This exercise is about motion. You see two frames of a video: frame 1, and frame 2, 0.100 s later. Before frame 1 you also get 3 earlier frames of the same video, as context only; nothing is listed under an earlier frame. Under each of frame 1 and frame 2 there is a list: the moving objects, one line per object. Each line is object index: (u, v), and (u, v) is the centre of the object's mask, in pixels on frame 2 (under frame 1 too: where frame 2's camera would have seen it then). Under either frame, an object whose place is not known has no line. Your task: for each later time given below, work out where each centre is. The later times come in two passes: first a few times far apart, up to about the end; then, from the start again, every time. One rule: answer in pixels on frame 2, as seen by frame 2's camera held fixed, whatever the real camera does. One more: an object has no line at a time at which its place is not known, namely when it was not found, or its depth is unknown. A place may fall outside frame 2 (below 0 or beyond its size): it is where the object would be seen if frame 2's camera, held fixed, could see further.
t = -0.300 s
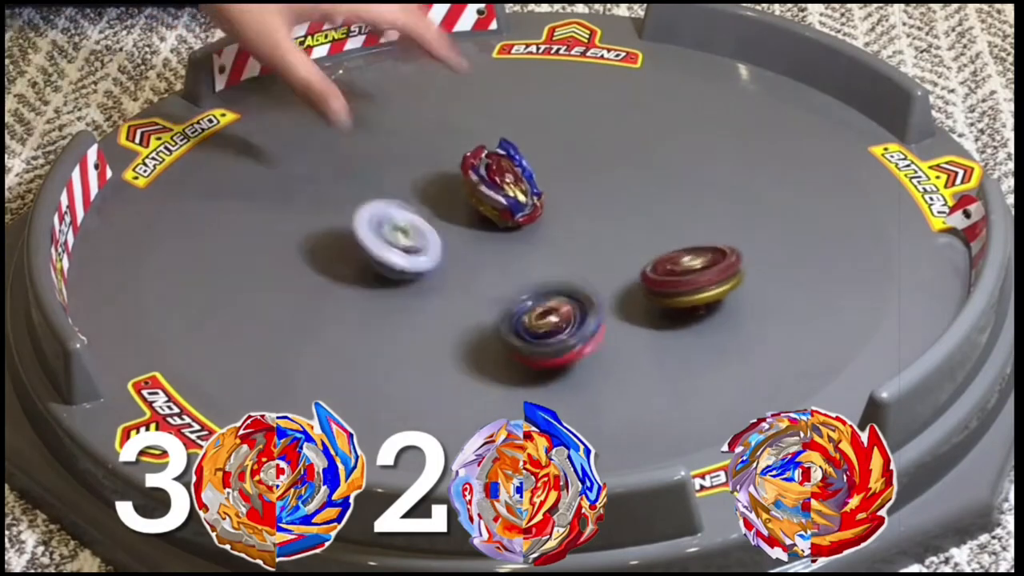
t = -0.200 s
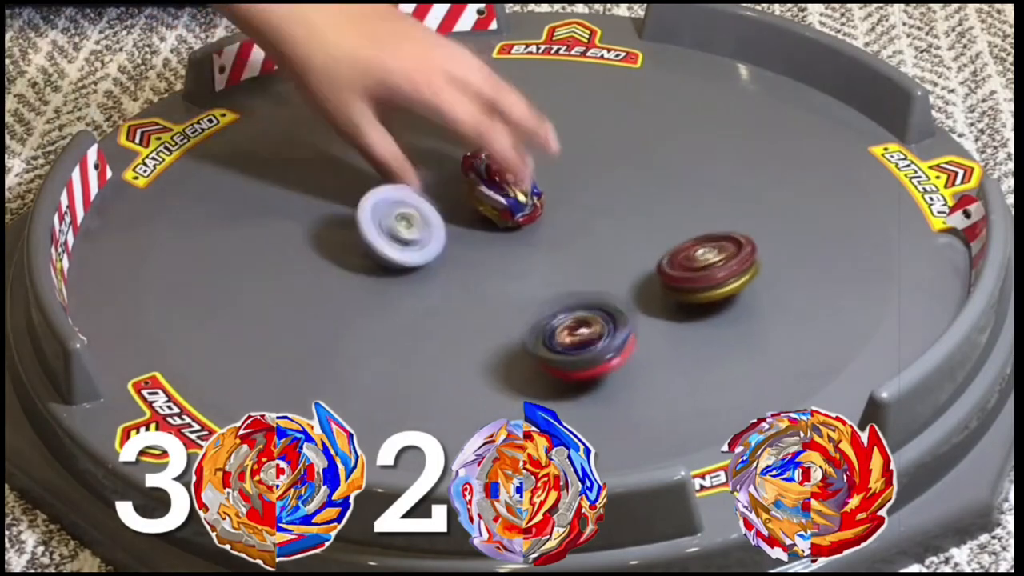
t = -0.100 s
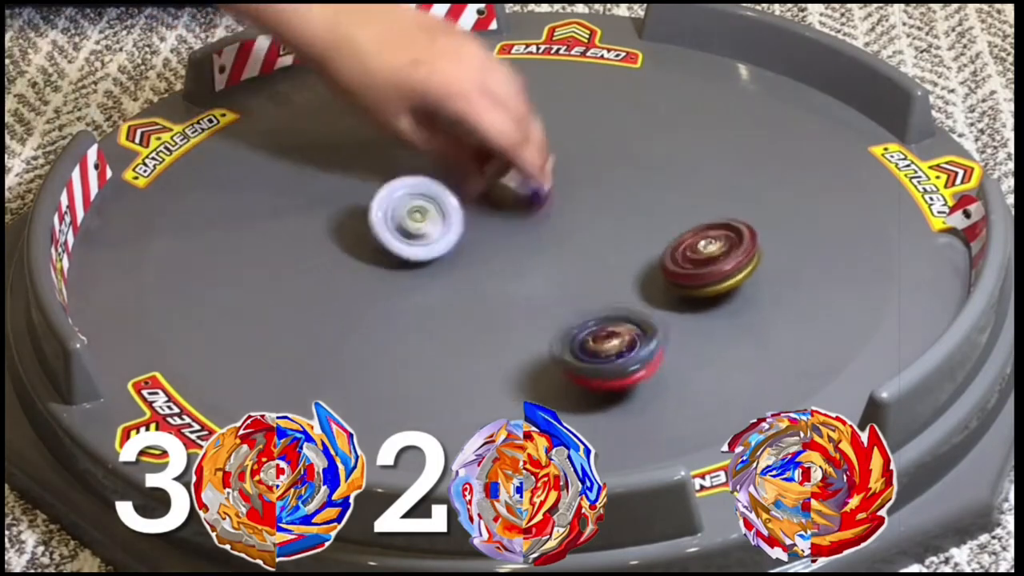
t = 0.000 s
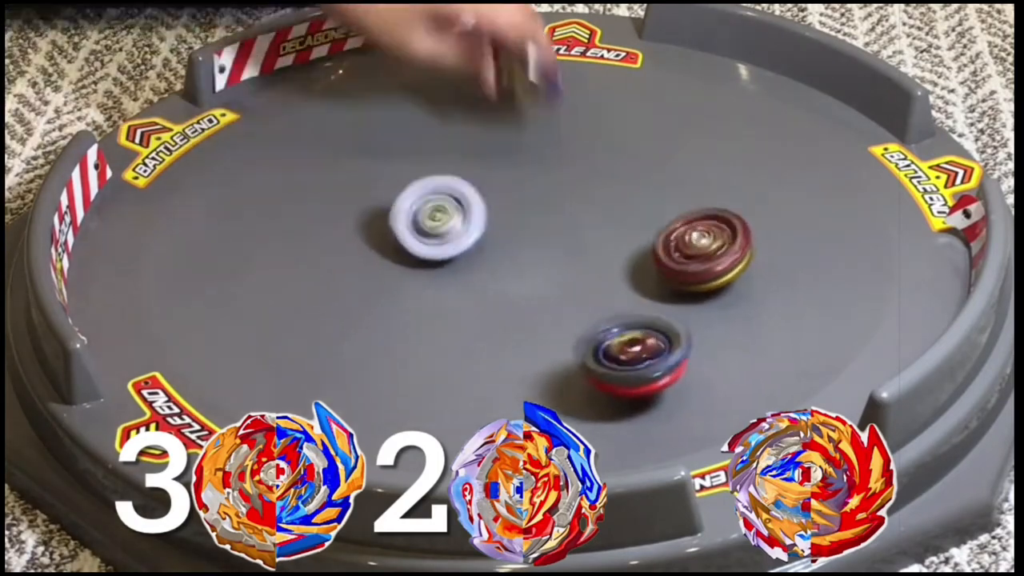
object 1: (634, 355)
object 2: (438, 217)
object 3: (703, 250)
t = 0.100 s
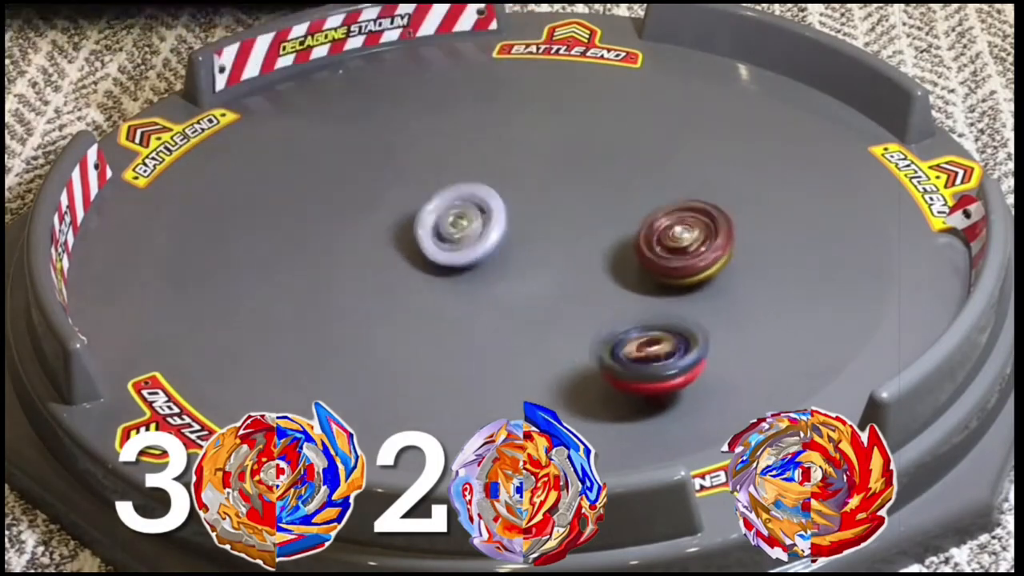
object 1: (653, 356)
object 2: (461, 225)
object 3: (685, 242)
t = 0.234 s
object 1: (662, 346)
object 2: (485, 247)
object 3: (648, 238)
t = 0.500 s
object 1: (638, 308)
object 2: (477, 284)
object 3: (574, 256)
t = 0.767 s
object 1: (665, 268)
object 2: (437, 275)
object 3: (548, 285)
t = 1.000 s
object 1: (686, 237)
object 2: (458, 263)
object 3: (565, 298)
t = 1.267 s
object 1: (668, 210)
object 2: (497, 261)
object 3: (585, 292)
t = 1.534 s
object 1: (615, 193)
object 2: (484, 252)
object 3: (580, 272)
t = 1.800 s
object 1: (545, 186)
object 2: (476, 231)
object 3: (542, 272)
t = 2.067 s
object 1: (524, 165)
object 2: (473, 234)
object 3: (550, 285)
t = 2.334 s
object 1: (508, 169)
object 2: (480, 241)
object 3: (552, 278)
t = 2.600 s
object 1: (507, 182)
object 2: (449, 261)
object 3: (545, 272)
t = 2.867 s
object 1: (511, 202)
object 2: (392, 258)
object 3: (532, 267)
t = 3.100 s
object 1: (504, 216)
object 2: (403, 240)
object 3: (537, 275)
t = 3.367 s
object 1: (519, 210)
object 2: (405, 241)
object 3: (530, 281)
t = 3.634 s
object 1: (535, 207)
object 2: (426, 239)
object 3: (532, 291)
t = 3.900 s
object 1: (543, 220)
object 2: (426, 239)
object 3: (534, 289)
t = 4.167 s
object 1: (556, 228)
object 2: (427, 239)
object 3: (509, 287)
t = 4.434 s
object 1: (574, 243)
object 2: (427, 239)
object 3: (493, 290)
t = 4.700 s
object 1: (598, 262)
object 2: (427, 239)
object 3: (497, 287)
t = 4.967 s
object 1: (615, 263)
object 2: (427, 239)
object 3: (503, 285)
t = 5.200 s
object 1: (605, 263)
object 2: (426, 239)
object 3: (504, 284)
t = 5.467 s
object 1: (605, 262)
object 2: (427, 239)
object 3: (505, 284)
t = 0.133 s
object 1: (658, 356)
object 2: (467, 229)
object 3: (676, 240)
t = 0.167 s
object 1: (660, 353)
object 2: (474, 234)
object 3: (667, 239)
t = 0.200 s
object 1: (662, 350)
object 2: (479, 241)
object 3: (658, 239)
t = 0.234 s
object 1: (662, 346)
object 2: (485, 247)
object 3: (648, 238)
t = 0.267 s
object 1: (660, 343)
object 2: (488, 253)
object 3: (638, 239)
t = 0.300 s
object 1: (659, 338)
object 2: (489, 260)
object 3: (628, 240)
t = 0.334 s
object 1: (655, 334)
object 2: (490, 266)
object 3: (618, 243)
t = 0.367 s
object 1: (652, 329)
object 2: (489, 270)
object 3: (609, 245)
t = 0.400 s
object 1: (649, 324)
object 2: (488, 276)
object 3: (600, 248)
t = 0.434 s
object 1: (646, 319)
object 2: (485, 280)
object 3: (591, 252)
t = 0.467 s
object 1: (642, 313)
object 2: (481, 282)
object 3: (583, 253)
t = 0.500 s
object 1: (638, 308)
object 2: (477, 284)
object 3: (574, 256)
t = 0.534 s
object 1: (633, 300)
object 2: (471, 286)
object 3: (564, 260)
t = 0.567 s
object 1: (629, 295)
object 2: (465, 286)
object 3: (556, 263)
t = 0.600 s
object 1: (634, 290)
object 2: (456, 284)
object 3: (551, 266)
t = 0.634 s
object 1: (639, 287)
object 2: (446, 286)
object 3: (550, 269)
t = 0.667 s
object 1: (646, 283)
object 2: (441, 285)
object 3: (549, 273)
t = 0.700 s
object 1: (654, 278)
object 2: (440, 283)
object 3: (548, 278)
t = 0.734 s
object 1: (660, 273)
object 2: (439, 278)
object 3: (548, 282)
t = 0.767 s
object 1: (665, 268)
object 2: (437, 275)
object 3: (548, 285)
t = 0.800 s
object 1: (671, 264)
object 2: (439, 274)
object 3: (549, 288)
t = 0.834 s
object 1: (675, 259)
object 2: (439, 271)
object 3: (550, 292)
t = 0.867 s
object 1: (677, 255)
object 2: (441, 268)
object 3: (553, 294)
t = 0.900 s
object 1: (681, 249)
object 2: (444, 266)
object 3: (555, 296)
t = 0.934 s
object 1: (683, 246)
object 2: (447, 265)
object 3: (558, 298)
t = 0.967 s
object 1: (685, 242)
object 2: (452, 263)
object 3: (562, 298)
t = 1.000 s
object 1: (686, 237)
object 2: (458, 263)
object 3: (565, 298)
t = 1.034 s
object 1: (687, 233)
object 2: (464, 262)
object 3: (567, 299)
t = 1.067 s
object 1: (686, 228)
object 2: (472, 262)
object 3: (570, 298)
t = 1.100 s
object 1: (684, 225)
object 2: (480, 263)
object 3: (571, 297)
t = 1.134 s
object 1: (682, 221)
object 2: (486, 265)
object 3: (572, 297)
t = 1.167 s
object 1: (679, 218)
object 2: (490, 265)
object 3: (577, 296)
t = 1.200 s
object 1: (676, 215)
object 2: (491, 263)
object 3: (582, 295)
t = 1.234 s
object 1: (672, 212)
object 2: (494, 261)
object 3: (584, 294)
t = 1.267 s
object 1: (668, 210)
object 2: (497, 261)
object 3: (585, 292)
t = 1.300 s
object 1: (663, 206)
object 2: (497, 262)
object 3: (586, 289)
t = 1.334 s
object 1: (658, 205)
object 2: (495, 263)
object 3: (586, 287)
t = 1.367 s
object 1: (652, 202)
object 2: (496, 262)
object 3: (585, 285)
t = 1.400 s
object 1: (645, 200)
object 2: (496, 263)
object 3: (583, 282)
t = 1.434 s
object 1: (638, 199)
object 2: (496, 263)
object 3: (583, 280)
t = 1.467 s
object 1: (631, 197)
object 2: (491, 263)
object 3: (582, 278)
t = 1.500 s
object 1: (624, 196)
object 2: (486, 259)
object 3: (583, 274)
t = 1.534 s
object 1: (615, 193)
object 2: (484, 252)
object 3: (580, 272)
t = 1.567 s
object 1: (606, 193)
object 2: (481, 249)
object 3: (574, 274)
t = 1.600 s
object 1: (598, 192)
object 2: (479, 246)
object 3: (573, 274)
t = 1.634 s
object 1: (589, 190)
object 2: (478, 244)
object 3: (570, 272)
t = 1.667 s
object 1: (578, 189)
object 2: (479, 240)
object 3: (565, 271)
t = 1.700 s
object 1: (569, 188)
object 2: (478, 234)
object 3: (558, 271)
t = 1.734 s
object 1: (559, 188)
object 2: (478, 232)
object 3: (551, 271)
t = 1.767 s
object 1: (550, 186)
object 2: (479, 230)
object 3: (547, 271)
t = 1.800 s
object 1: (545, 186)
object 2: (476, 231)
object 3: (542, 272)
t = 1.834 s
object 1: (542, 181)
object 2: (470, 232)
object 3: (543, 278)
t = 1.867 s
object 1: (538, 179)
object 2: (467, 230)
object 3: (544, 281)
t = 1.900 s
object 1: (536, 175)
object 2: (467, 230)
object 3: (545, 281)
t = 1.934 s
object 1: (533, 172)
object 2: (466, 232)
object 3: (542, 282)
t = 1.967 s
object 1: (531, 170)
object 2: (467, 234)
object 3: (539, 284)
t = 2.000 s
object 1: (529, 168)
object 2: (471, 234)
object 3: (540, 283)
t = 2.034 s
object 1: (527, 165)
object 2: (473, 233)
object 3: (545, 285)
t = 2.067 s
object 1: (524, 165)
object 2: (473, 234)
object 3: (550, 285)
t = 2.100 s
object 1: (522, 162)
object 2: (471, 234)
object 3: (552, 285)
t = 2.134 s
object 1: (520, 161)
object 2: (470, 235)
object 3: (551, 284)
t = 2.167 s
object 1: (518, 162)
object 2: (471, 234)
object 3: (552, 284)
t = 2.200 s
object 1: (514, 162)
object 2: (473, 234)
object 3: (556, 283)
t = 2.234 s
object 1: (512, 163)
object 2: (476, 235)
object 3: (559, 280)
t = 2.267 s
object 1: (511, 164)
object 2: (481, 235)
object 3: (557, 279)
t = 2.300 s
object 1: (508, 167)
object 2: (484, 237)
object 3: (553, 279)
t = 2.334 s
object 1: (508, 169)
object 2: (480, 241)
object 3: (552, 278)
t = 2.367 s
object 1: (505, 170)
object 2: (474, 244)
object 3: (556, 279)
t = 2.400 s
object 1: (502, 173)
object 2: (471, 240)
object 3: (560, 277)
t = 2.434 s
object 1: (502, 175)
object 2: (472, 240)
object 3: (559, 273)
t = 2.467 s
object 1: (499, 177)
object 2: (472, 240)
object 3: (552, 271)
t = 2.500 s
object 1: (500, 180)
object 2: (466, 247)
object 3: (545, 273)
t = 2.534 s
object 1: (501, 180)
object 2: (459, 250)
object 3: (543, 273)
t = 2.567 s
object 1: (503, 180)
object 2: (453, 254)
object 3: (544, 273)
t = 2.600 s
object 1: (507, 182)
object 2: (449, 261)
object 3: (545, 272)
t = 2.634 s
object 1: (506, 182)
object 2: (445, 264)
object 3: (542, 269)
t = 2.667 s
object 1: (506, 183)
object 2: (440, 264)
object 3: (538, 269)
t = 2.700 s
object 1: (510, 184)
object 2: (433, 264)
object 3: (534, 269)
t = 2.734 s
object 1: (510, 188)
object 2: (422, 263)
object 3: (535, 269)
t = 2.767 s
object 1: (510, 190)
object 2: (413, 263)
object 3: (535, 269)
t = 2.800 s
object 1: (512, 193)
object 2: (404, 262)
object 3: (536, 268)
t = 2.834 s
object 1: (512, 197)
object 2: (398, 260)
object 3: (534, 268)
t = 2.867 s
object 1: (511, 202)
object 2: (392, 258)
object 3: (532, 267)
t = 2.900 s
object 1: (510, 205)
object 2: (392, 255)
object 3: (529, 268)
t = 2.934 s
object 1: (510, 206)
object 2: (393, 248)
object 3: (527, 271)
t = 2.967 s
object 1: (509, 209)
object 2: (395, 247)
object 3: (530, 276)
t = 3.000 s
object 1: (508, 211)
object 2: (395, 242)
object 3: (537, 279)
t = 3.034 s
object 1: (505, 213)
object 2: (398, 241)
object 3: (538, 277)
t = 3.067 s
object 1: (503, 216)
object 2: (399, 240)
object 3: (537, 276)
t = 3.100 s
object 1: (504, 216)
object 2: (403, 240)
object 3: (537, 275)
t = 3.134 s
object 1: (504, 218)
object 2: (407, 238)
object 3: (536, 275)
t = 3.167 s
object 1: (504, 219)
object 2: (404, 238)
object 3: (534, 273)
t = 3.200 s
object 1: (508, 218)
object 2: (399, 237)
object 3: (530, 279)
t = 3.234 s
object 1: (510, 217)
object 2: (396, 236)
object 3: (528, 280)
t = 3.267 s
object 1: (514, 214)
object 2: (397, 239)
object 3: (527, 279)
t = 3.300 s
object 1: (518, 211)
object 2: (400, 239)
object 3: (527, 279)
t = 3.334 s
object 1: (519, 211)
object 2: (402, 241)
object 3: (528, 280)
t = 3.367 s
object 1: (519, 210)
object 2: (405, 241)
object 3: (530, 281)
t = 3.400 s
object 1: (524, 210)
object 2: (410, 241)
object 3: (531, 282)
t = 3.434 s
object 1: (526, 210)
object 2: (413, 243)
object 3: (533, 281)
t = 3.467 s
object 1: (528, 211)
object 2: (415, 243)
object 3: (536, 283)
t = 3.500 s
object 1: (529, 211)
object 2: (420, 238)
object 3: (535, 286)
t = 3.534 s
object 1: (532, 209)
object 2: (424, 239)
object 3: (535, 288)
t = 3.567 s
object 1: (532, 210)
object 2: (426, 240)
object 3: (534, 290)
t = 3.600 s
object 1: (532, 208)
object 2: (425, 240)
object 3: (534, 291)
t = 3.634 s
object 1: (535, 207)
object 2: (426, 239)
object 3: (532, 291)
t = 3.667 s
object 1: (539, 207)
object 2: (426, 239)
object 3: (533, 291)
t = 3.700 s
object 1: (540, 208)
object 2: (426, 239)
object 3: (534, 291)
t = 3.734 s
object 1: (540, 210)
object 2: (427, 239)
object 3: (534, 291)
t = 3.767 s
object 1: (542, 212)
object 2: (427, 239)
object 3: (534, 291)
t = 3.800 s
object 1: (542, 213)
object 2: (426, 239)
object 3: (534, 291)
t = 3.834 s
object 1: (542, 215)
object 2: (426, 240)
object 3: (534, 291)
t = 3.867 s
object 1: (543, 218)
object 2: (425, 240)
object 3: (534, 290)
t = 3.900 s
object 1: (543, 220)
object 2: (426, 239)
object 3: (534, 289)
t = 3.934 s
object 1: (543, 224)
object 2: (427, 239)
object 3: (533, 288)
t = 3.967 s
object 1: (544, 227)
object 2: (427, 239)
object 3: (530, 287)
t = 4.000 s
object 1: (547, 228)
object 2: (426, 239)
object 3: (526, 288)
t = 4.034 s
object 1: (549, 229)
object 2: (426, 239)
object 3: (523, 288)
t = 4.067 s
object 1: (550, 229)
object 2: (427, 239)
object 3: (520, 287)
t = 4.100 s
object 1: (550, 228)
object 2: (427, 239)
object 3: (518, 287)
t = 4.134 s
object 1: (555, 227)
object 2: (427, 239)
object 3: (514, 286)
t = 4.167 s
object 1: (556, 228)
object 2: (427, 239)
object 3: (509, 287)
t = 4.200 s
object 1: (554, 228)
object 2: (427, 239)
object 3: (507, 288)
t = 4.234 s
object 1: (560, 227)
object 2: (427, 239)
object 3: (500, 288)
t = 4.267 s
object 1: (566, 227)
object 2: (427, 239)
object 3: (495, 289)
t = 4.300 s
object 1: (573, 228)
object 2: (427, 239)
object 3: (494, 290)
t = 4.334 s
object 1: (576, 230)
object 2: (427, 239)
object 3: (493, 290)
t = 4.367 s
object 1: (577, 236)
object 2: (427, 239)
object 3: (493, 290)
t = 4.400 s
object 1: (575, 240)
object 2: (427, 239)
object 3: (493, 290)
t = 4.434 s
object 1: (574, 243)
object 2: (427, 239)
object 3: (493, 290)
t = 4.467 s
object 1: (573, 244)
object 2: (427, 239)
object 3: (495, 289)
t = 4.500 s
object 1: (572, 246)
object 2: (427, 239)
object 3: (497, 289)
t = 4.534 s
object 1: (573, 246)
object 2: (427, 239)
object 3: (500, 287)
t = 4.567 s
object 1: (578, 250)
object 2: (427, 239)
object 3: (499, 287)
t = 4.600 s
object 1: (582, 255)
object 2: (427, 239)
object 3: (497, 287)
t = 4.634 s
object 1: (588, 258)
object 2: (427, 239)
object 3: (496, 287)
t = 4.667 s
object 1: (593, 260)
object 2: (427, 239)
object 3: (496, 287)
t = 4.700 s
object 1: (598, 262)
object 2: (427, 239)
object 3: (497, 287)
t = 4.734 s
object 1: (603, 263)
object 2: (427, 239)
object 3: (498, 286)
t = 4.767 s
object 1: (608, 263)
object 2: (427, 239)
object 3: (500, 286)
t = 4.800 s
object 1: (612, 263)
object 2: (427, 239)
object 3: (502, 285)
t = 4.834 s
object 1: (615, 263)
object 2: (427, 239)
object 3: (505, 285)
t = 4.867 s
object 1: (617, 263)
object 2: (426, 239)
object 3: (506, 285)
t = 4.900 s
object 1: (618, 263)
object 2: (427, 239)
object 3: (507, 285)
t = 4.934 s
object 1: (617, 263)
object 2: (427, 239)
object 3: (506, 284)
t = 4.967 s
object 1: (615, 263)
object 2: (427, 239)
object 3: (503, 285)
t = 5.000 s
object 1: (613, 263)
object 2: (427, 239)
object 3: (503, 285)
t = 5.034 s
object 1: (609, 263)
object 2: (426, 239)
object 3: (504, 285)
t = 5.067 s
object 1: (606, 263)
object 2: (427, 239)
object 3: (504, 284)
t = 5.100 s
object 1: (605, 262)
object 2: (427, 239)
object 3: (504, 284)
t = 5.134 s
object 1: (605, 262)
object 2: (427, 239)
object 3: (504, 284)
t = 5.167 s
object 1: (605, 262)
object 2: (427, 239)
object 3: (504, 284)
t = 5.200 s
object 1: (605, 263)
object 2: (426, 239)
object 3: (504, 284)
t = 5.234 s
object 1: (605, 262)
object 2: (427, 239)
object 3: (504, 284)
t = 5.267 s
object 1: (605, 262)
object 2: (427, 239)
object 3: (504, 284)
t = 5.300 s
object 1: (605, 262)
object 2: (427, 239)
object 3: (504, 284)
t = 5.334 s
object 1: (605, 262)
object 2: (427, 239)
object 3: (504, 284)
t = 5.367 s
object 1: (605, 262)
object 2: (427, 239)
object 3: (504, 284)
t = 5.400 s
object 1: (605, 262)
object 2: (427, 239)
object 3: (505, 284)
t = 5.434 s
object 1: (605, 262)
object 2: (427, 239)
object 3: (505, 284)
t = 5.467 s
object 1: (605, 262)
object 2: (427, 239)
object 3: (505, 284)
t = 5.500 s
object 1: (605, 262)
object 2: (427, 239)
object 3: (505, 284)
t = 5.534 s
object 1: (605, 262)
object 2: (427, 239)
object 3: (505, 284)
